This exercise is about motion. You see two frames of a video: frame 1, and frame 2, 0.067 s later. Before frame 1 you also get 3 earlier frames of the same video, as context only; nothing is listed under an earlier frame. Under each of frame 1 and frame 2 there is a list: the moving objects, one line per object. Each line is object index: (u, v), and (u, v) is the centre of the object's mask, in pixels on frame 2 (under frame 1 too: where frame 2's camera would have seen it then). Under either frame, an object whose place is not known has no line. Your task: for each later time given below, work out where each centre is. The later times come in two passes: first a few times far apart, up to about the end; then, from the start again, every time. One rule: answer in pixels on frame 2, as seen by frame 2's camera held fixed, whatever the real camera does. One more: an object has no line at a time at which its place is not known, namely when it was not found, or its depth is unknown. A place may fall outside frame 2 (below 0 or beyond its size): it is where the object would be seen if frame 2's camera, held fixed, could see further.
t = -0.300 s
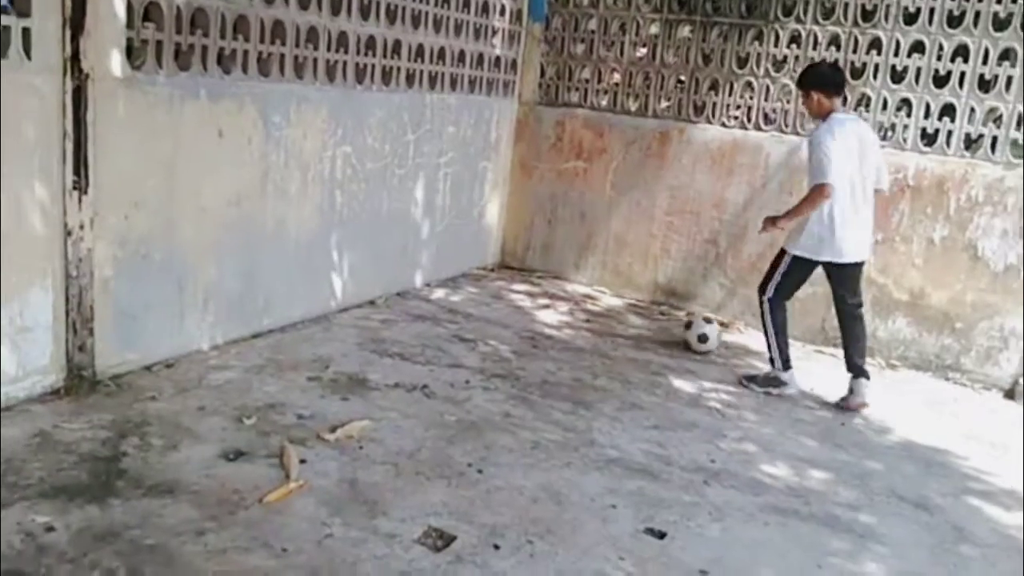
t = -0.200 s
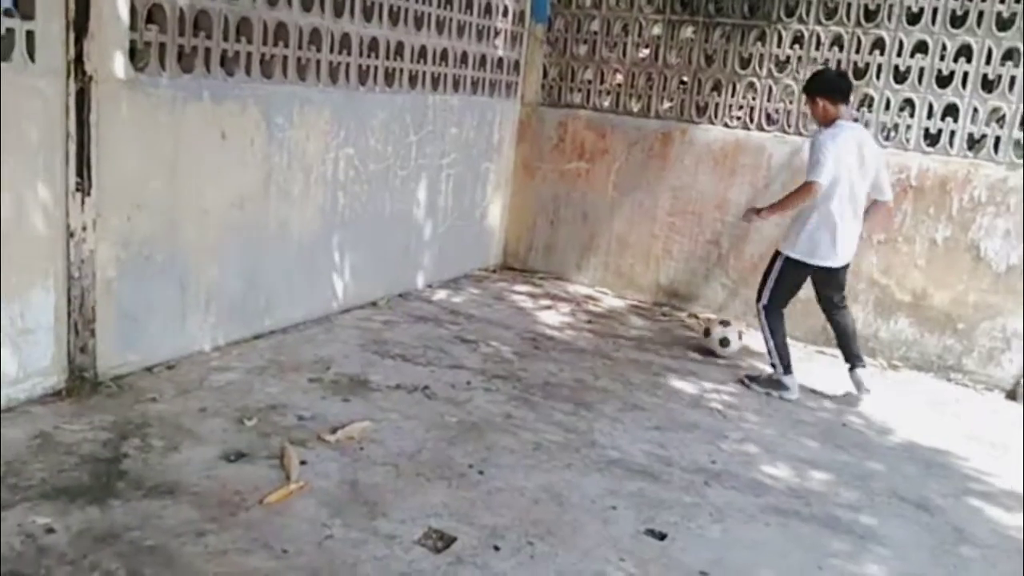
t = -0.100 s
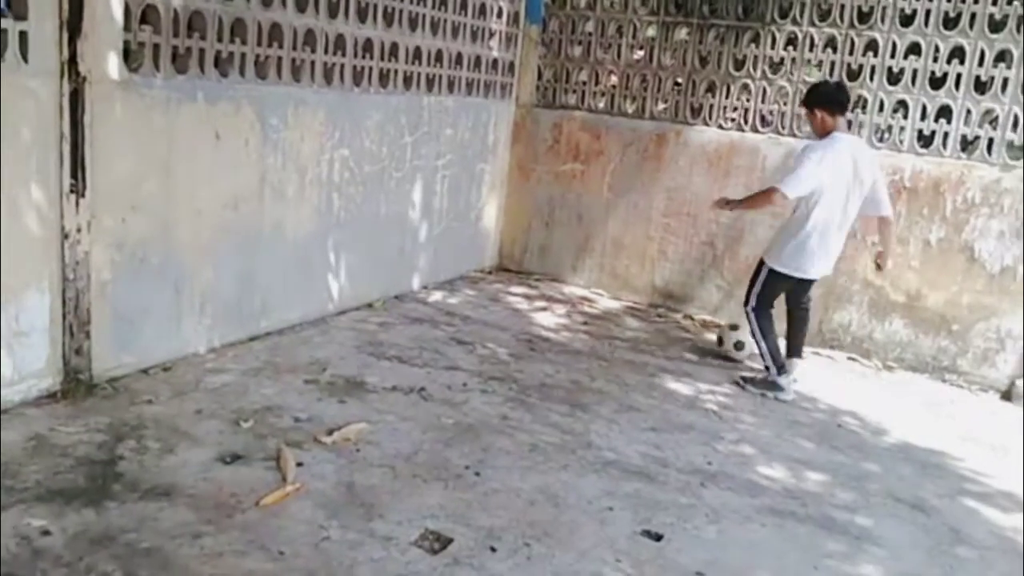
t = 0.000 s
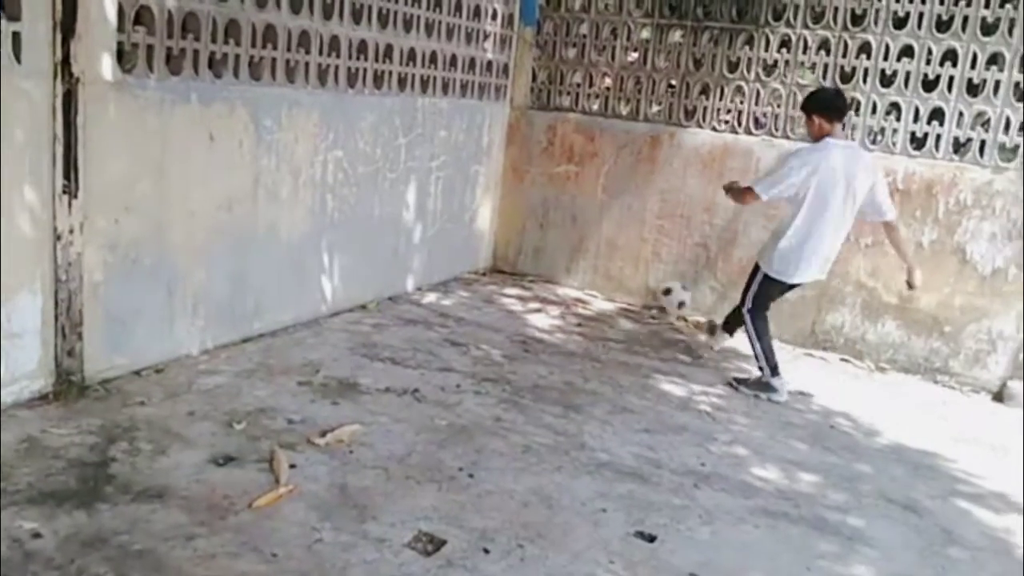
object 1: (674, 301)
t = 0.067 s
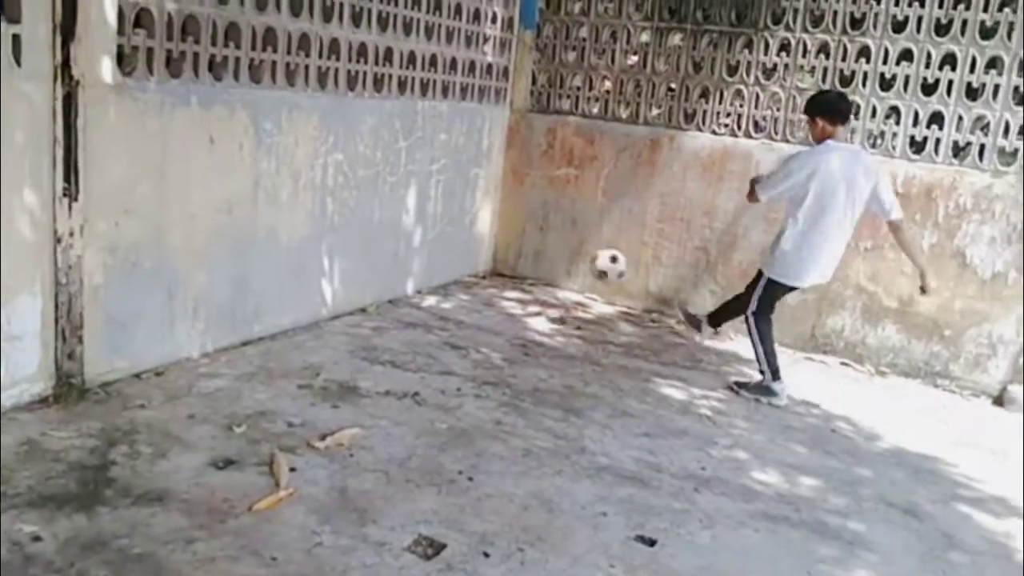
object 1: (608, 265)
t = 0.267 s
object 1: (439, 210)
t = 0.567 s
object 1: (585, 312)
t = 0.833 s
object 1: (683, 306)
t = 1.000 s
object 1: (741, 357)
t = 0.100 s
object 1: (579, 248)
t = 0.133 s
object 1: (547, 238)
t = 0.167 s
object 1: (518, 227)
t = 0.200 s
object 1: (488, 219)
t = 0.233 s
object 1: (459, 213)
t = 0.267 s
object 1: (439, 210)
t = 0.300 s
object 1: (457, 216)
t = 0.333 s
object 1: (473, 224)
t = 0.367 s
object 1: (490, 233)
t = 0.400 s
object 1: (507, 246)
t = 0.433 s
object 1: (524, 260)
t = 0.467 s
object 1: (542, 275)
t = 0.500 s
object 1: (557, 293)
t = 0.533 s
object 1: (574, 317)
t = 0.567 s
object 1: (585, 312)
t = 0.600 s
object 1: (597, 305)
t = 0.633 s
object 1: (610, 301)
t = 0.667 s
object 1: (623, 298)
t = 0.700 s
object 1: (636, 296)
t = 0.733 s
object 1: (647, 296)
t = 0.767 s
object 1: (659, 298)
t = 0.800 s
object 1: (671, 300)
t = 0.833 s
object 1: (683, 306)
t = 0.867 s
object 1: (696, 315)
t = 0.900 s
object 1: (706, 324)
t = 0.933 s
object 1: (718, 334)
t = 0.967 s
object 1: (729, 351)
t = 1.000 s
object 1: (741, 357)
